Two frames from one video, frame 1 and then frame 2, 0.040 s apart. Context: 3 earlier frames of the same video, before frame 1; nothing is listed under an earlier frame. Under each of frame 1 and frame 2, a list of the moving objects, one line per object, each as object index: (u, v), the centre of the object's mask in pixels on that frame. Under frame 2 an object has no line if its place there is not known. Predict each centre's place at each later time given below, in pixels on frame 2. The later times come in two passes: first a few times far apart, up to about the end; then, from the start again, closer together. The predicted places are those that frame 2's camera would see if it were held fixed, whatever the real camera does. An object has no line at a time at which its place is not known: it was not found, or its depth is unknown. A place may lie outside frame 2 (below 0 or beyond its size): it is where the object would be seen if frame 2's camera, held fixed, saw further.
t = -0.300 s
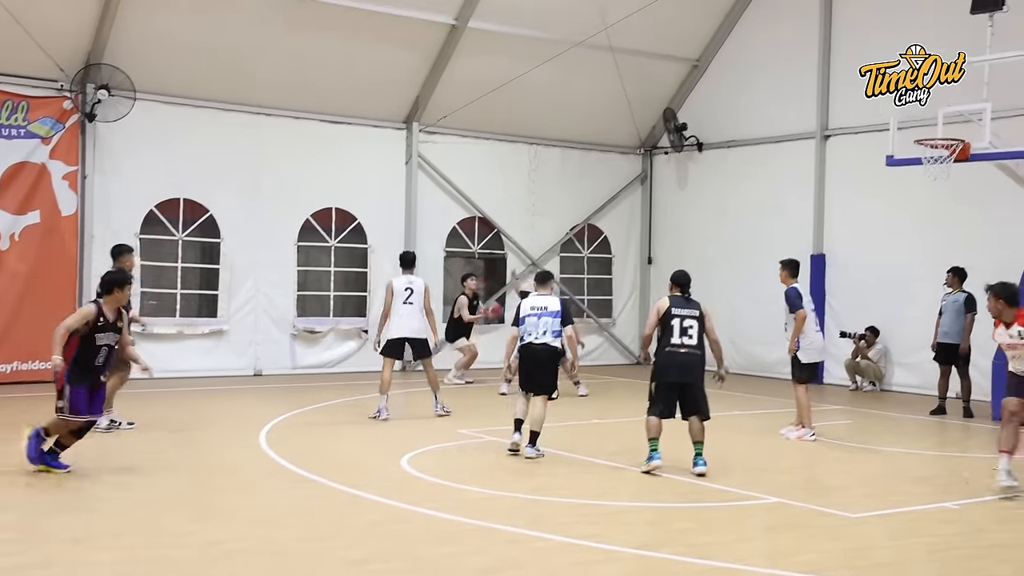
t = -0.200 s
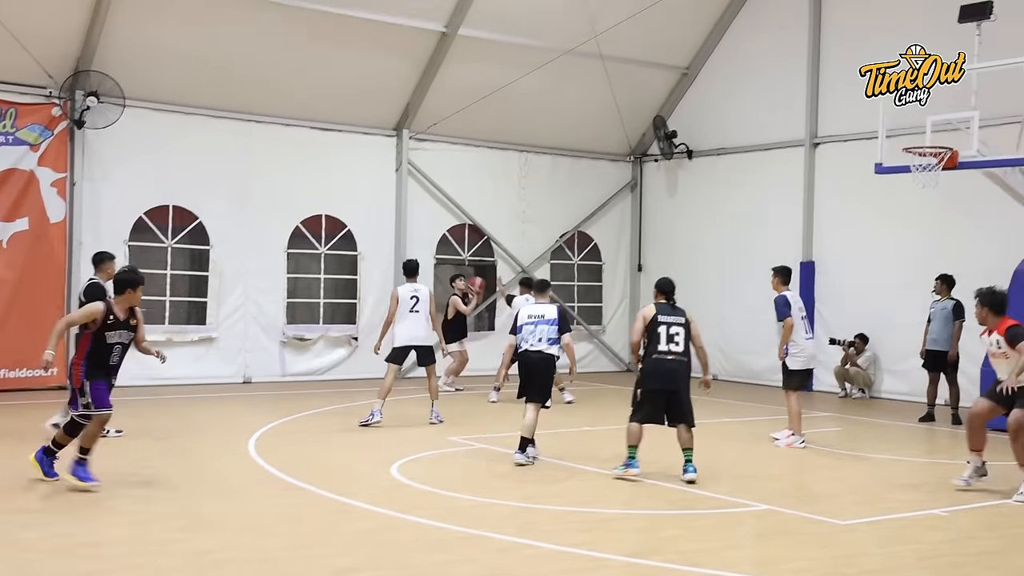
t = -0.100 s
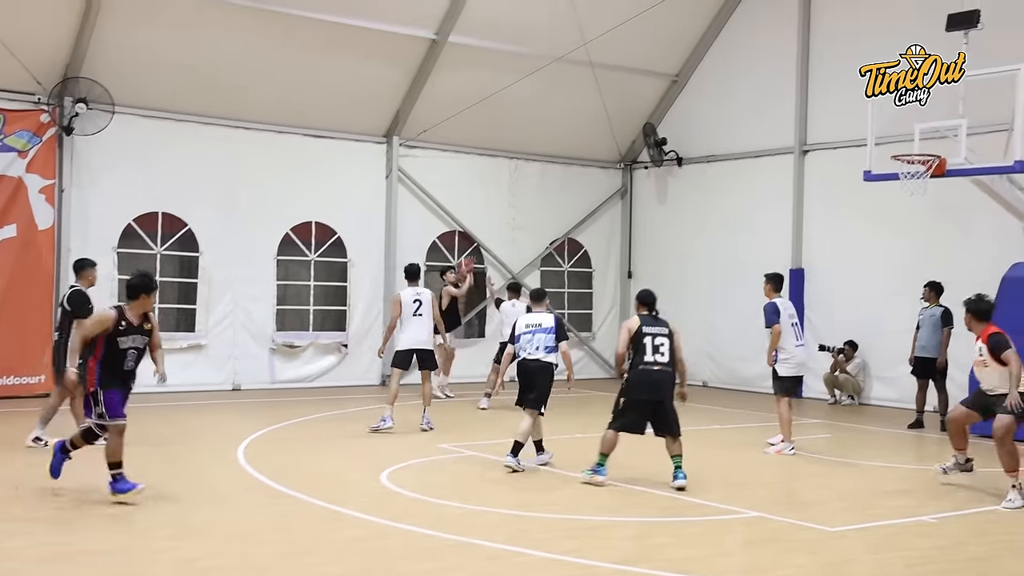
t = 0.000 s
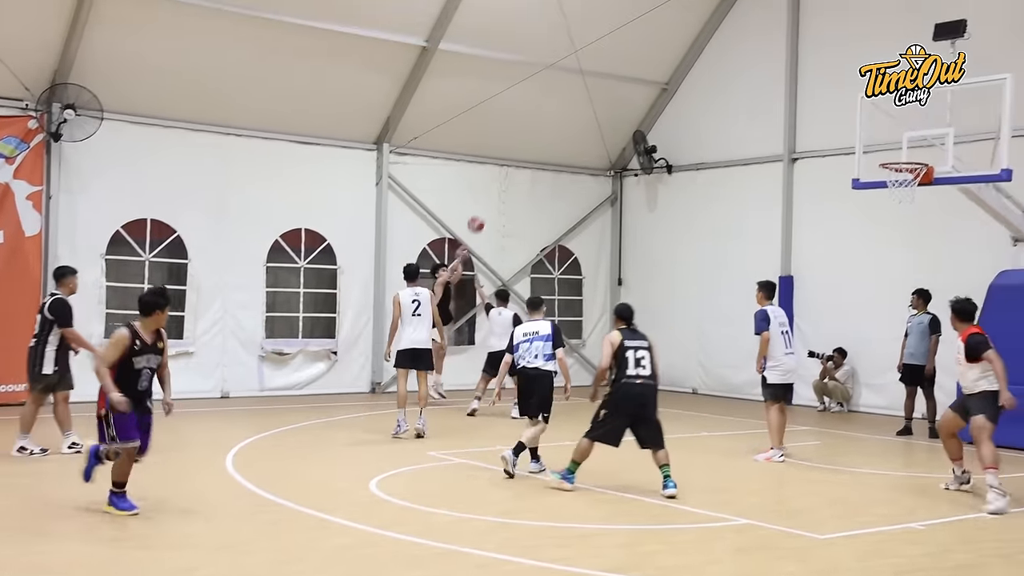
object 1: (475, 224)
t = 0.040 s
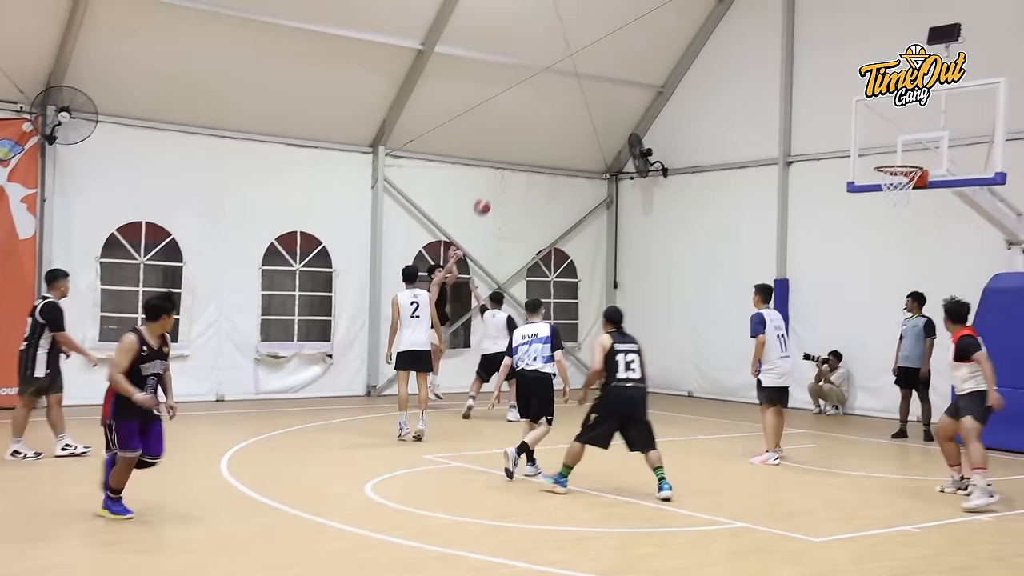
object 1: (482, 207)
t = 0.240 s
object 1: (535, 120)
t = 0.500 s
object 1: (608, 41)
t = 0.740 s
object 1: (679, 11)
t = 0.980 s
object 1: (757, 26)
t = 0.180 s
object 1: (518, 144)
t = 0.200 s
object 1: (524, 135)
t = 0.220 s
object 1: (529, 128)
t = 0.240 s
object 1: (535, 120)
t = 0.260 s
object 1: (541, 112)
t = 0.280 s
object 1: (546, 105)
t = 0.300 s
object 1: (552, 97)
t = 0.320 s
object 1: (558, 91)
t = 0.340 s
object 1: (563, 85)
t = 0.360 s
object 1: (568, 78)
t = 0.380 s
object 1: (574, 73)
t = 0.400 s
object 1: (580, 67)
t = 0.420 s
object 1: (585, 61)
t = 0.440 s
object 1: (591, 55)
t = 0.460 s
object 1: (597, 50)
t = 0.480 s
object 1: (602, 46)
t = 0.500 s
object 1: (608, 41)
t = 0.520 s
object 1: (614, 38)
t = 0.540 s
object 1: (620, 34)
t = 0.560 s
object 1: (625, 31)
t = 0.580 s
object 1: (631, 28)
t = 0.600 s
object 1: (637, 24)
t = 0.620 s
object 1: (643, 22)
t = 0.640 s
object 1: (649, 19)
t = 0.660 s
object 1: (655, 17)
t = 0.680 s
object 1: (661, 15)
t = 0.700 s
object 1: (667, 14)
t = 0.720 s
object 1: (673, 13)
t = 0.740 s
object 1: (679, 11)
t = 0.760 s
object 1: (686, 11)
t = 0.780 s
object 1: (692, 10)
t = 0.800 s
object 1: (698, 11)
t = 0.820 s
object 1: (704, 11)
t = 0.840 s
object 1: (711, 12)
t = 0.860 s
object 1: (717, 13)
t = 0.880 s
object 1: (724, 14)
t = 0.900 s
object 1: (730, 16)
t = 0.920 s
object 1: (736, 18)
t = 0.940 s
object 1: (743, 21)
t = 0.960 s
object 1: (749, 23)
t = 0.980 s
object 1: (757, 26)
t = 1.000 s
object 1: (763, 30)
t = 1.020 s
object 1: (770, 33)
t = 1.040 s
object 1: (777, 37)
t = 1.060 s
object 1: (783, 42)
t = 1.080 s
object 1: (790, 47)
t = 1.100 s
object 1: (797, 52)
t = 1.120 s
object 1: (803, 58)
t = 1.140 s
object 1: (810, 63)
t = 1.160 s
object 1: (817, 70)
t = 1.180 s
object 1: (824, 77)
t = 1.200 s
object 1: (831, 84)
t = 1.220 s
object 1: (838, 92)
